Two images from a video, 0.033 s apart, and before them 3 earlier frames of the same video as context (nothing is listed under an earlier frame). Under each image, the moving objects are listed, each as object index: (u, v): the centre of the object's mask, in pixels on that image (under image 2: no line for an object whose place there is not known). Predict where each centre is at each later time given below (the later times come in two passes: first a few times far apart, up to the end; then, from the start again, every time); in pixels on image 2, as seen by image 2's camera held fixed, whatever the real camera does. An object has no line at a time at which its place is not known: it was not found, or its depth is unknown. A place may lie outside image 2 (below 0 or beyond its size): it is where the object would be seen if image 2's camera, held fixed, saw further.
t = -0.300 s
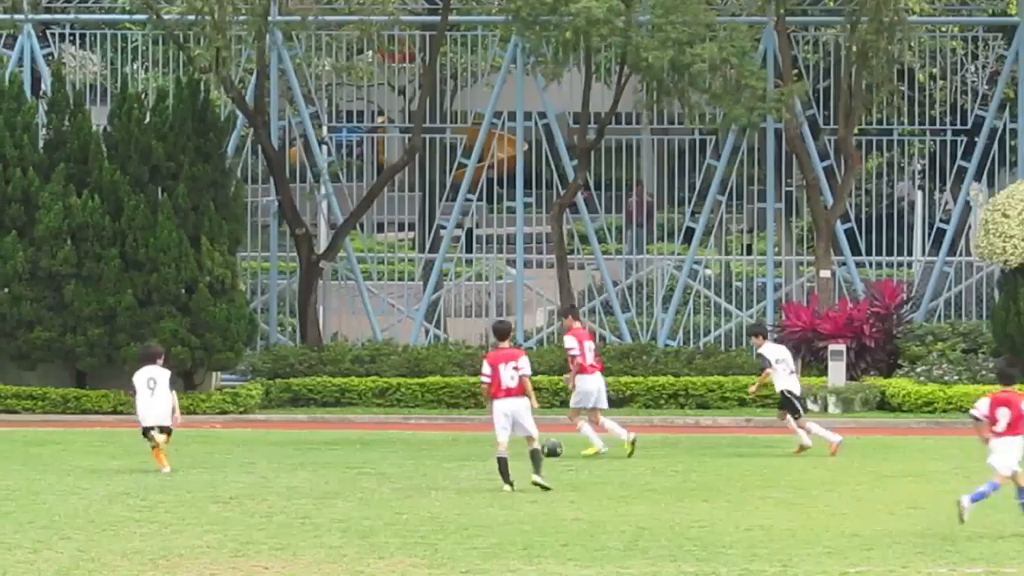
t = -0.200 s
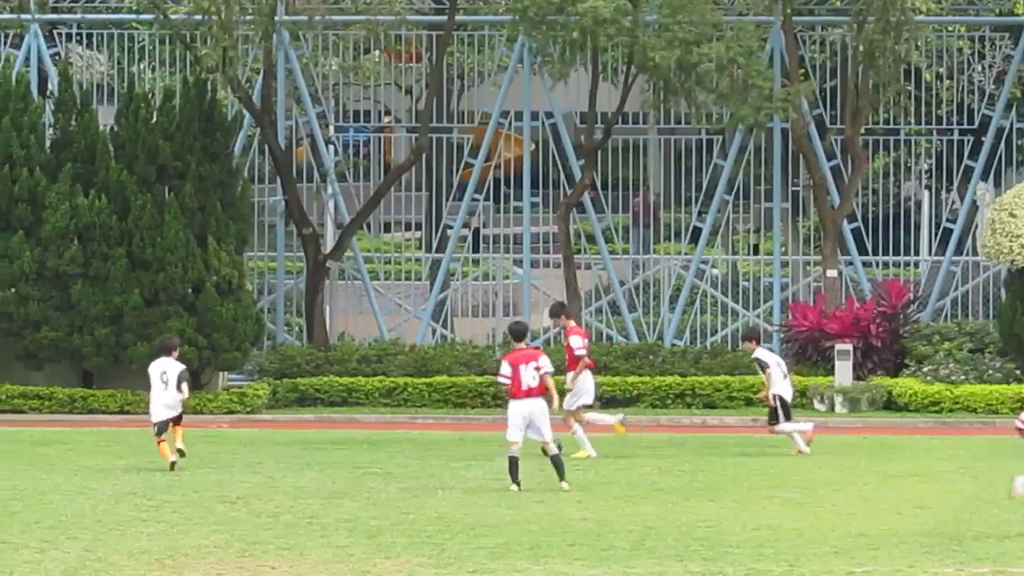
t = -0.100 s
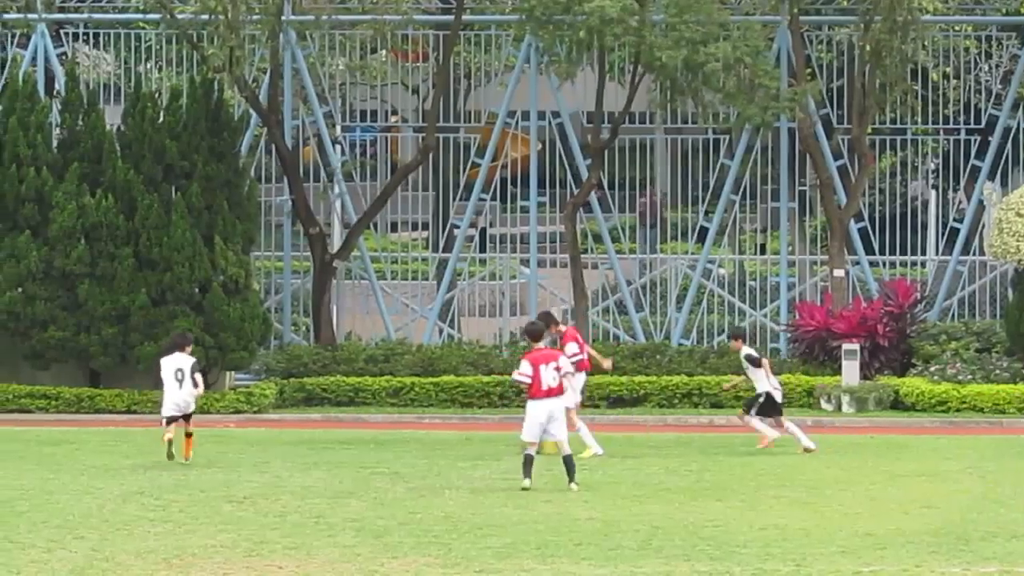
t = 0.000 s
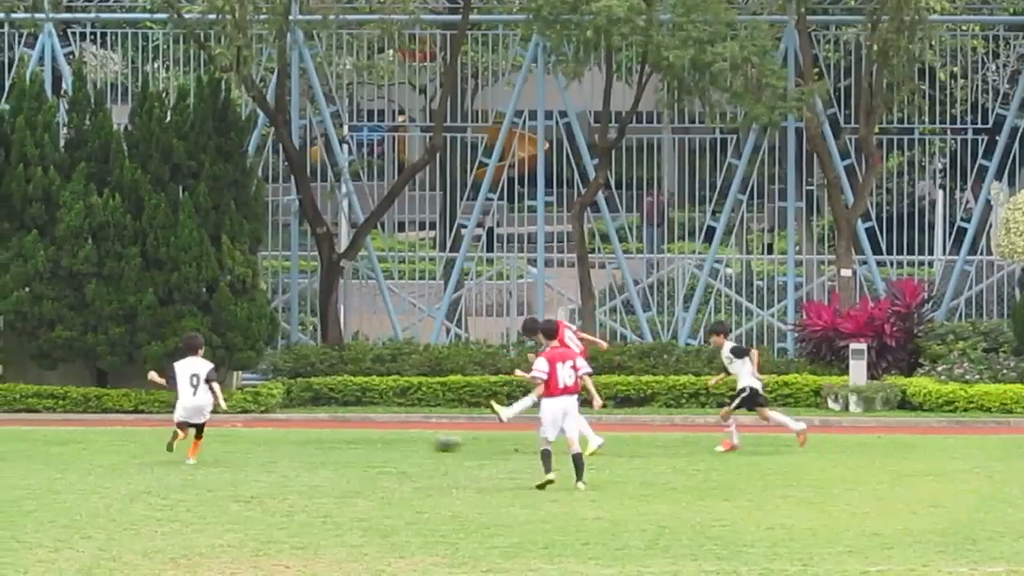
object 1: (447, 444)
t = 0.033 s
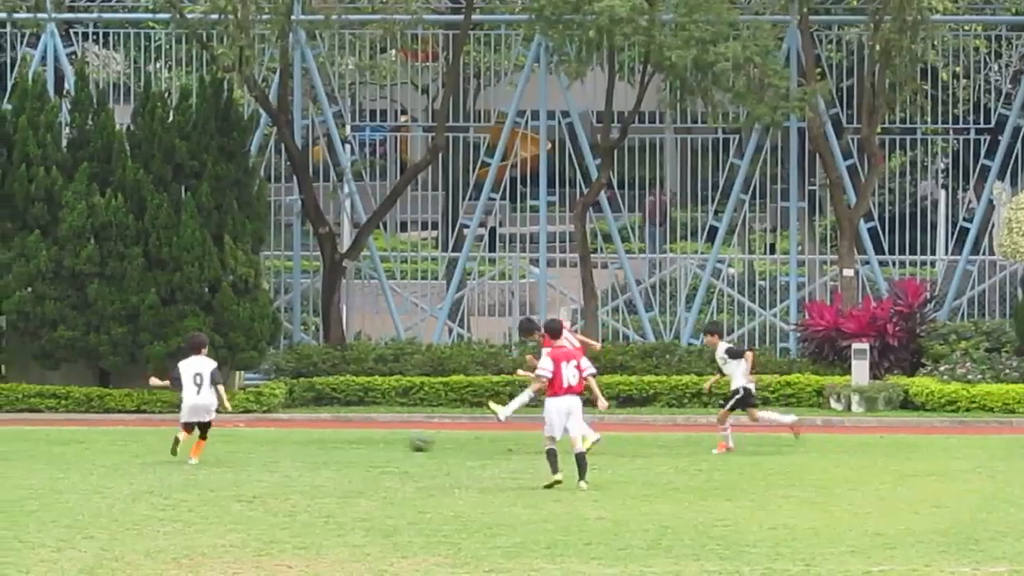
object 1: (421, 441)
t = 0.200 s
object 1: (283, 441)
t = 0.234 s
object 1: (259, 442)
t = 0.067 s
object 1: (390, 442)
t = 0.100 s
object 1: (363, 442)
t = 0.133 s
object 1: (334, 443)
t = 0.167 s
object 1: (306, 443)
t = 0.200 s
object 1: (283, 441)
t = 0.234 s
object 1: (259, 442)
